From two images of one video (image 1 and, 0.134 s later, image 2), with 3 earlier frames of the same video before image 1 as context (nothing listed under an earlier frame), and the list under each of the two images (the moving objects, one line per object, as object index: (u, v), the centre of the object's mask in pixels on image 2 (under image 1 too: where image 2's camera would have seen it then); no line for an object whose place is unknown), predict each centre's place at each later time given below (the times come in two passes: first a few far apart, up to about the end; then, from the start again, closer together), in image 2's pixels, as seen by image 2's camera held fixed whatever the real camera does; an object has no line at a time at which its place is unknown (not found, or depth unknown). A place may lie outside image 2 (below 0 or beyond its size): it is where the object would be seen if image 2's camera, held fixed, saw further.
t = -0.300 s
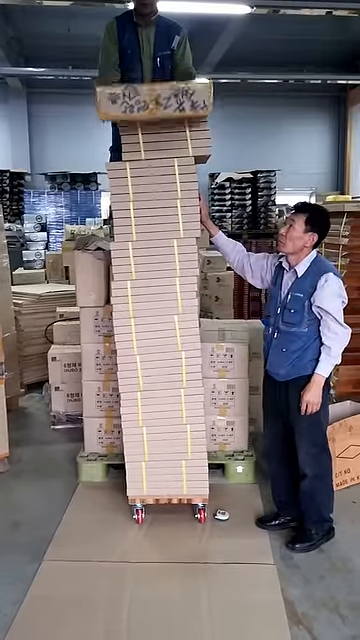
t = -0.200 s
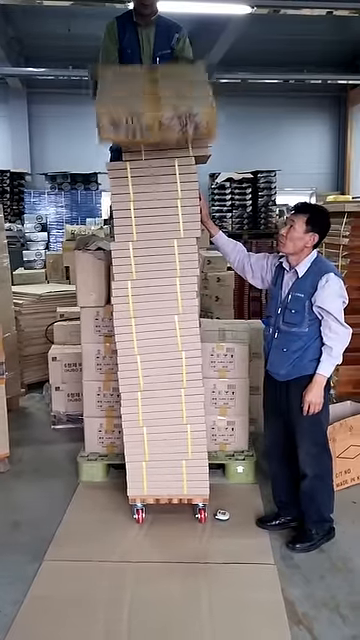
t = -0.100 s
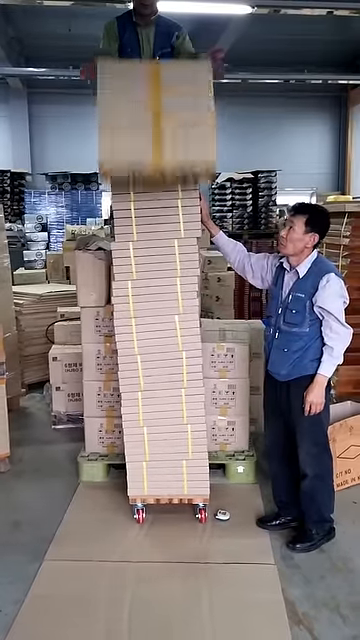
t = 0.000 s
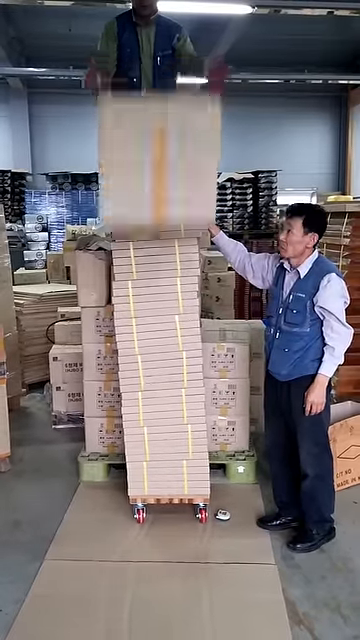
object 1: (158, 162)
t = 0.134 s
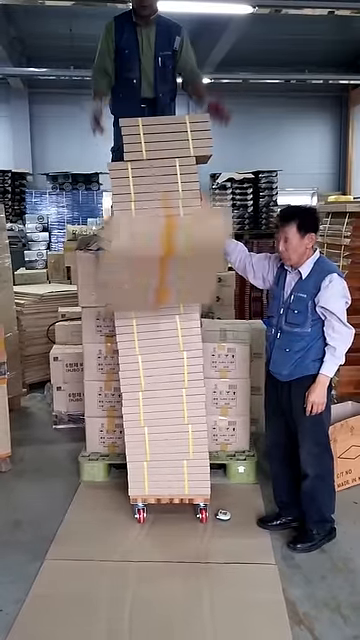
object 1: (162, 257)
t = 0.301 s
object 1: (168, 450)
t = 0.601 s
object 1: (161, 546)
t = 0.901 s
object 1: (149, 561)
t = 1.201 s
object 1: (149, 567)
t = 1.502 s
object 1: (148, 567)
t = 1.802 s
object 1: (148, 568)
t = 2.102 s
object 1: (148, 568)
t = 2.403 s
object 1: (148, 568)
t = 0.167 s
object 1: (165, 285)
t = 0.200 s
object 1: (172, 322)
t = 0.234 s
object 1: (171, 366)
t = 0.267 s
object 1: (162, 406)
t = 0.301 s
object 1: (168, 450)
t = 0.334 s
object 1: (168, 500)
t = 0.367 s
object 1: (166, 548)
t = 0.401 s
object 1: (168, 569)
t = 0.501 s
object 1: (166, 561)
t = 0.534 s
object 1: (164, 554)
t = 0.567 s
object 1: (163, 550)
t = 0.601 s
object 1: (161, 546)
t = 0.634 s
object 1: (160, 545)
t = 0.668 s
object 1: (158, 547)
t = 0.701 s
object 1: (157, 549)
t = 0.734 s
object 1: (155, 553)
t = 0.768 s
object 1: (154, 559)
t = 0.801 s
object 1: (152, 562)
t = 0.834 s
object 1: (151, 563)
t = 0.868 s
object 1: (149, 561)
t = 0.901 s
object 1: (149, 561)
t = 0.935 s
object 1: (148, 563)
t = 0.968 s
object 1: (148, 566)
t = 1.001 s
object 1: (149, 567)
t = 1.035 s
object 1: (148, 567)
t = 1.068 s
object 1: (148, 567)
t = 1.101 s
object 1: (149, 567)
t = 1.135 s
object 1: (149, 567)
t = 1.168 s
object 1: (149, 567)
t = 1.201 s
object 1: (149, 567)
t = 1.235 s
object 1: (149, 567)
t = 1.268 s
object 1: (148, 567)
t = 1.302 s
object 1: (148, 567)
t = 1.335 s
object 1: (148, 567)
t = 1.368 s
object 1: (148, 567)
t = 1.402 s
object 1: (148, 567)
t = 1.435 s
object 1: (148, 567)
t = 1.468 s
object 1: (148, 567)
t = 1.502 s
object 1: (148, 567)
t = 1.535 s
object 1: (148, 568)
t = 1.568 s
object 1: (148, 568)
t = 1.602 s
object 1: (148, 568)
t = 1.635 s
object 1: (148, 568)
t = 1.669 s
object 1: (148, 568)
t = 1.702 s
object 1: (148, 568)
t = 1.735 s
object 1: (148, 568)
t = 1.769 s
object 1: (148, 568)
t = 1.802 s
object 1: (148, 568)
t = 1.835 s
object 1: (148, 568)
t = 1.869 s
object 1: (149, 568)
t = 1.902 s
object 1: (148, 568)
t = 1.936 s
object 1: (148, 568)
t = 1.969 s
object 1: (148, 568)
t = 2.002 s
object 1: (148, 568)
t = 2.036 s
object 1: (148, 568)
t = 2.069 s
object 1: (148, 568)
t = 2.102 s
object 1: (148, 568)
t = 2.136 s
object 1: (148, 568)
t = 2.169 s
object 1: (148, 568)
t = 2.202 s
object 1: (148, 568)
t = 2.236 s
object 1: (148, 568)
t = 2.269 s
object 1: (148, 568)
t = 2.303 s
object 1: (148, 568)
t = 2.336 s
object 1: (148, 568)
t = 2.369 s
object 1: (148, 568)
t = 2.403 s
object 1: (148, 568)
